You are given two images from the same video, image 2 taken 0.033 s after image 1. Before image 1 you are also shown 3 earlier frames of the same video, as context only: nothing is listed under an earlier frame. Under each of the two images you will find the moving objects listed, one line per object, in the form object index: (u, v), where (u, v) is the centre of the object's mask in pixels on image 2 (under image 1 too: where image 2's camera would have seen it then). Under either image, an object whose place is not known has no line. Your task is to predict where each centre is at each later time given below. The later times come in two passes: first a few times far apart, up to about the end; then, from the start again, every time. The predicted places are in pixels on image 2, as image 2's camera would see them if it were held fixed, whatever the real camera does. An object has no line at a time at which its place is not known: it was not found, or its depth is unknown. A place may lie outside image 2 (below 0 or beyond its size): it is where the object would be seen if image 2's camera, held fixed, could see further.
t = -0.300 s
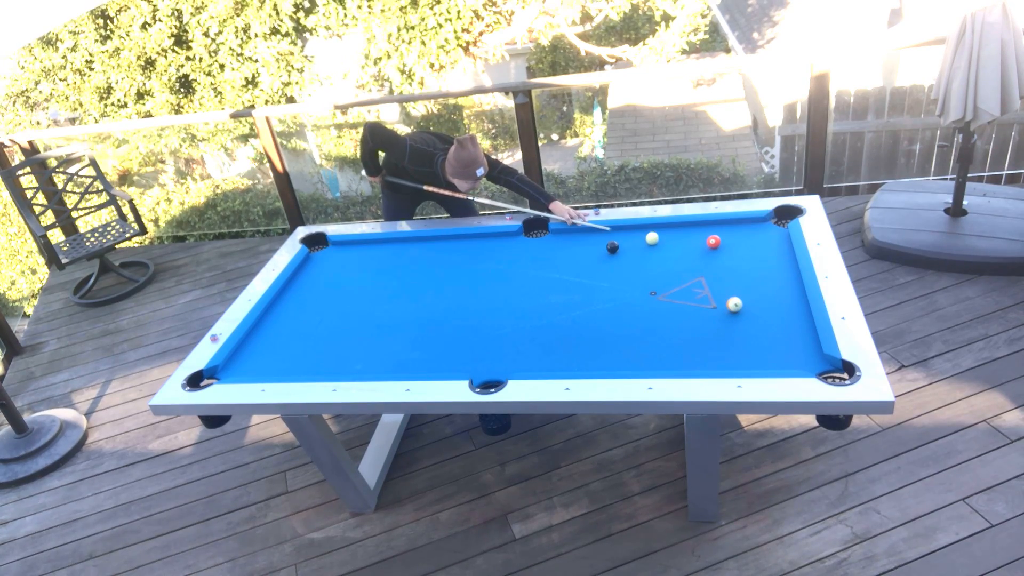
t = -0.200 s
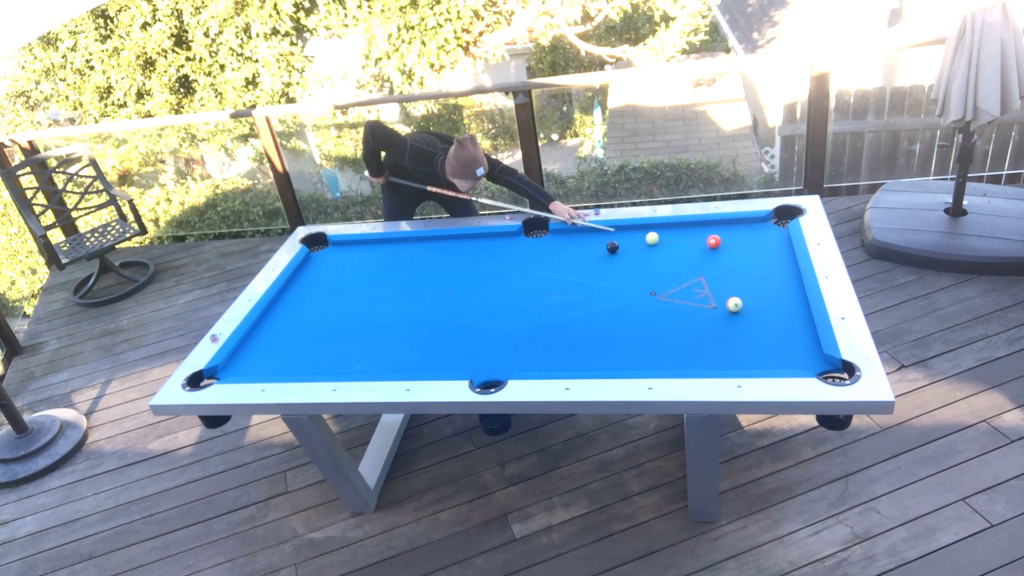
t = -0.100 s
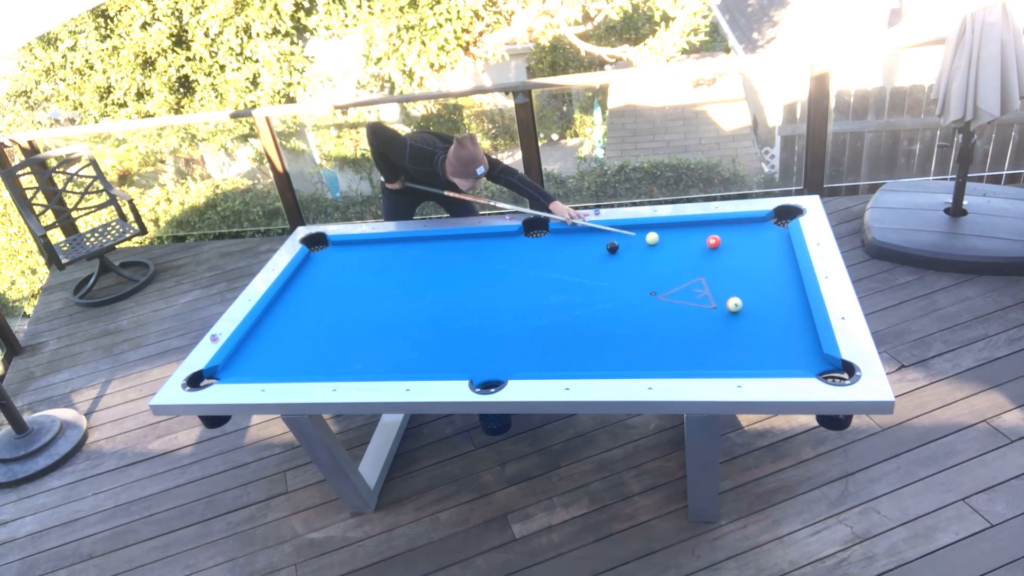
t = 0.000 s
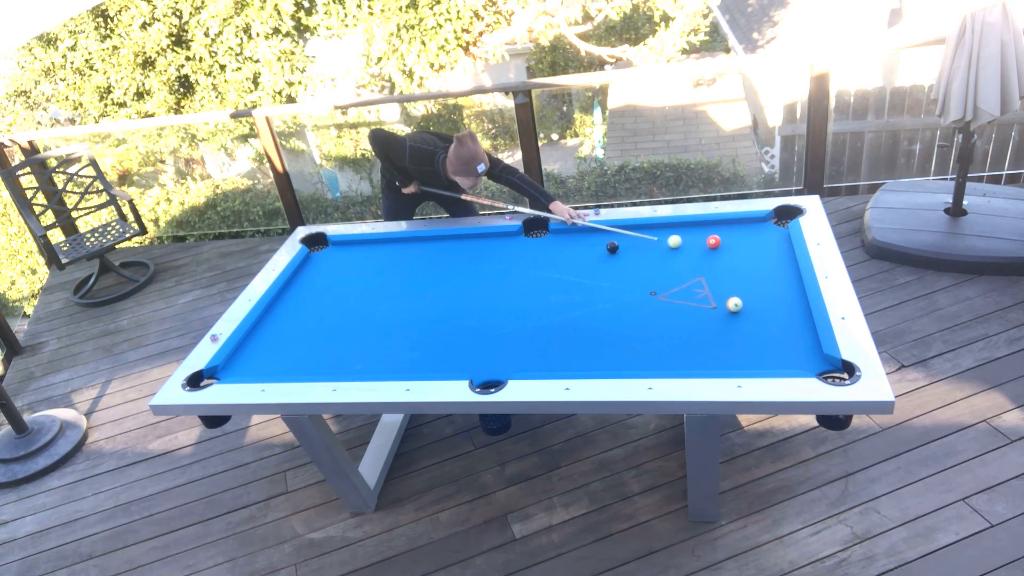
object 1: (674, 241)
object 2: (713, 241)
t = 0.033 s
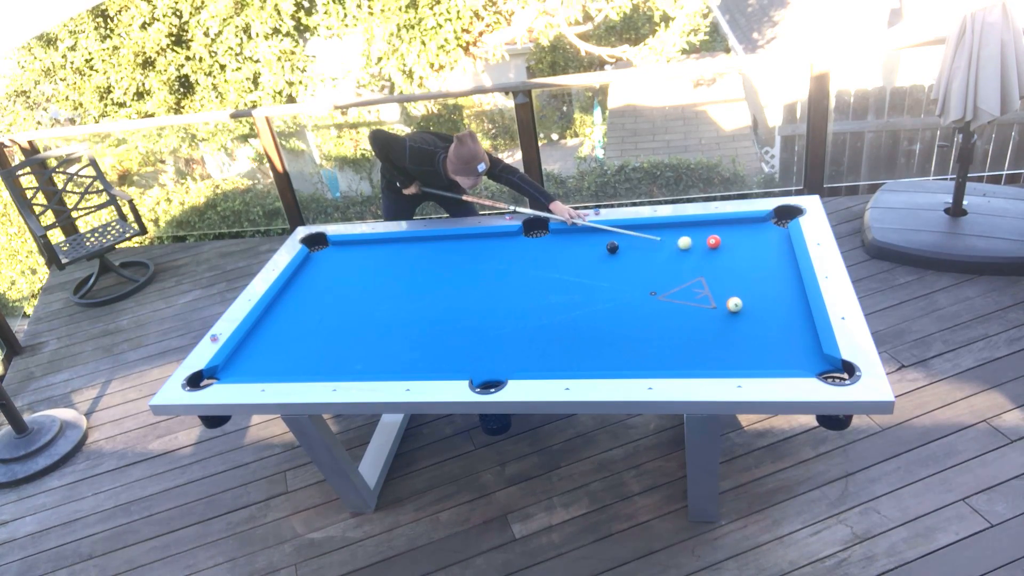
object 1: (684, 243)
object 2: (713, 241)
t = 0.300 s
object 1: (740, 266)
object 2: (736, 233)
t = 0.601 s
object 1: (798, 299)
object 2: (762, 224)
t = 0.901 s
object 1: (771, 339)
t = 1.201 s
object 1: (735, 358)
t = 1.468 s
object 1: (695, 338)
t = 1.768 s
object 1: (657, 319)
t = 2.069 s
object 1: (623, 302)
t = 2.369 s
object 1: (595, 288)
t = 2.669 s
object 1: (569, 276)
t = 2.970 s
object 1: (546, 264)
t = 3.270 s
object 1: (526, 254)
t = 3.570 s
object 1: (507, 245)
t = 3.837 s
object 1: (492, 237)
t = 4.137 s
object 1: (479, 240)
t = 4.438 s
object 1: (468, 245)
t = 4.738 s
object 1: (458, 249)
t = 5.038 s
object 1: (448, 253)
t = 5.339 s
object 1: (441, 257)
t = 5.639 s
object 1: (434, 259)
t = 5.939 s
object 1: (428, 261)
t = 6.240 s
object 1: (424, 263)
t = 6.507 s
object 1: (421, 264)
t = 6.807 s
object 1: (419, 265)
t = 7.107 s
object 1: (418, 265)
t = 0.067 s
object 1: (694, 244)
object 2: (713, 241)
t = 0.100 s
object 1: (703, 246)
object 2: (715, 241)
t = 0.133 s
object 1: (709, 250)
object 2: (719, 239)
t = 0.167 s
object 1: (715, 253)
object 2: (724, 238)
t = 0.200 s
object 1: (721, 256)
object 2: (727, 237)
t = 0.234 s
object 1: (727, 259)
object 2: (730, 236)
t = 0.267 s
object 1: (733, 263)
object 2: (733, 234)
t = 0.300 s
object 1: (740, 266)
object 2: (736, 233)
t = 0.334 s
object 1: (747, 270)
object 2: (739, 232)
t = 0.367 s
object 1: (753, 273)
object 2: (742, 232)
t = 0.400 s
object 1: (760, 276)
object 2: (745, 230)
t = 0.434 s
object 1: (767, 280)
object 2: (748, 229)
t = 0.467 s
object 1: (774, 284)
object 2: (750, 228)
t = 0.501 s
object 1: (781, 288)
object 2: (753, 227)
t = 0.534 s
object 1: (789, 292)
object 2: (756, 226)
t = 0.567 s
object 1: (796, 295)
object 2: (759, 225)
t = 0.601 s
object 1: (798, 299)
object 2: (762, 224)
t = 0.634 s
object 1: (794, 304)
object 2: (764, 223)
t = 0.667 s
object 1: (791, 308)
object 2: (767, 222)
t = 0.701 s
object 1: (788, 312)
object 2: (770, 221)
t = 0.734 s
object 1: (785, 317)
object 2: (773, 221)
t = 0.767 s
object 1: (783, 321)
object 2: (775, 220)
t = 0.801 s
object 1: (780, 326)
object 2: (777, 219)
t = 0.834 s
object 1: (777, 330)
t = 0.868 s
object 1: (774, 335)
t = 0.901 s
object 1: (771, 339)
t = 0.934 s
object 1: (768, 344)
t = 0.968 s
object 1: (765, 348)
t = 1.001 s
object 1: (762, 353)
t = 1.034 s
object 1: (759, 358)
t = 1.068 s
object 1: (755, 362)
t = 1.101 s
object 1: (752, 365)
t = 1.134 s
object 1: (746, 363)
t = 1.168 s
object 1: (741, 361)
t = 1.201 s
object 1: (735, 358)
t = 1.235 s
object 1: (730, 355)
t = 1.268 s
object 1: (725, 353)
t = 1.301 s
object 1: (720, 350)
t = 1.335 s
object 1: (715, 348)
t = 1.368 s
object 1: (710, 345)
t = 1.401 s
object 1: (705, 343)
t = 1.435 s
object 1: (700, 341)
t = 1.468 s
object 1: (695, 338)
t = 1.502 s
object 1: (691, 336)
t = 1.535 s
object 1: (686, 334)
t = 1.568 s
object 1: (682, 331)
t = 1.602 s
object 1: (678, 329)
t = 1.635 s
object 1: (673, 327)
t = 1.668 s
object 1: (669, 325)
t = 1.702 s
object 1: (665, 323)
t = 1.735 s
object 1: (661, 321)
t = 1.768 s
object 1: (657, 319)
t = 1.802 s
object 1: (653, 317)
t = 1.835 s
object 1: (649, 315)
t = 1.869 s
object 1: (645, 313)
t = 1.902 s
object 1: (641, 311)
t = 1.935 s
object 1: (638, 309)
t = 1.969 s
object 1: (634, 307)
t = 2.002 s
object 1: (630, 306)
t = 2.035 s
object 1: (627, 304)
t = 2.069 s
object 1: (623, 302)
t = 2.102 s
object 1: (620, 301)
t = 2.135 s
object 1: (617, 299)
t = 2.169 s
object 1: (613, 297)
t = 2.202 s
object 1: (610, 296)
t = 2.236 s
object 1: (607, 294)
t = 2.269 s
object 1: (604, 293)
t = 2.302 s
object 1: (601, 291)
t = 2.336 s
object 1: (598, 290)
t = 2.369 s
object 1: (595, 288)
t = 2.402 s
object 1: (592, 287)
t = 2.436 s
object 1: (589, 285)
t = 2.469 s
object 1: (586, 284)
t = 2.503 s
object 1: (583, 282)
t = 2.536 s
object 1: (580, 281)
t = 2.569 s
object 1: (577, 280)
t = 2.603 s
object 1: (574, 278)
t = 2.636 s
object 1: (572, 277)
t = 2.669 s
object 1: (569, 276)
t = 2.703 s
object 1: (566, 274)
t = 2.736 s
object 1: (564, 273)
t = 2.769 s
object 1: (561, 272)
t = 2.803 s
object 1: (558, 270)
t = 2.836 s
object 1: (556, 269)
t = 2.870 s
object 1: (553, 268)
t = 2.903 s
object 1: (551, 266)
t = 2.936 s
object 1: (549, 265)
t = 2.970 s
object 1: (546, 264)
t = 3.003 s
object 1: (544, 263)
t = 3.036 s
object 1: (541, 262)
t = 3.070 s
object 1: (539, 261)
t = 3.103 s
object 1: (537, 259)
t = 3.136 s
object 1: (534, 258)
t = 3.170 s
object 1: (532, 257)
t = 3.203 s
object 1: (530, 256)
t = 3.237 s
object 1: (528, 255)
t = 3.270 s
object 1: (526, 254)
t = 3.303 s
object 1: (523, 253)
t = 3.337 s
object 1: (521, 252)
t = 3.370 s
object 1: (519, 251)
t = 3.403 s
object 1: (517, 250)
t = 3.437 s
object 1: (515, 249)
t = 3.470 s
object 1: (513, 248)
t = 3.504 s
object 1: (511, 247)
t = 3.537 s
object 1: (509, 246)
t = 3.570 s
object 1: (507, 245)
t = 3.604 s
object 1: (505, 244)
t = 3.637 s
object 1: (503, 243)
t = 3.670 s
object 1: (501, 242)
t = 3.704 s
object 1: (500, 241)
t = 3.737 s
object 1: (498, 240)
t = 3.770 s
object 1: (496, 239)
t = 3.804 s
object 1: (494, 238)
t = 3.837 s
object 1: (492, 237)
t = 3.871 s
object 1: (491, 236)
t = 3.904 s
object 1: (489, 236)
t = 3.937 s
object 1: (488, 237)
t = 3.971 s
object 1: (486, 237)
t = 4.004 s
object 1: (485, 238)
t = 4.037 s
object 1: (483, 239)
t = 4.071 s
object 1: (482, 239)
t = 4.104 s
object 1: (481, 240)
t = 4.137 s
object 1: (479, 240)
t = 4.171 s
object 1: (478, 241)
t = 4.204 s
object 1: (477, 241)
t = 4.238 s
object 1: (475, 242)
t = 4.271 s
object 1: (474, 243)
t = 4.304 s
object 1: (473, 243)
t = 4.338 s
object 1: (471, 244)
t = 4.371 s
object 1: (470, 244)
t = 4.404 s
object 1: (469, 245)
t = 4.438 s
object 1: (468, 245)
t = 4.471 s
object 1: (467, 246)
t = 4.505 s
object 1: (465, 246)
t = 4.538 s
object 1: (464, 247)
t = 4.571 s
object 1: (463, 247)
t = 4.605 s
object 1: (462, 248)
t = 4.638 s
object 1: (461, 248)
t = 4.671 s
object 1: (460, 249)
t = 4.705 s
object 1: (459, 249)
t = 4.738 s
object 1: (458, 249)
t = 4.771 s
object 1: (456, 250)
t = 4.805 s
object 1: (455, 250)
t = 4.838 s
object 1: (454, 251)
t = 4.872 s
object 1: (453, 251)
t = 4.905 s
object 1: (452, 252)
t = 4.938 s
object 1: (451, 252)
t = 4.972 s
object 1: (450, 252)
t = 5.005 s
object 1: (449, 253)
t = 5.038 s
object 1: (448, 253)
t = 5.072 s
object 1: (448, 254)
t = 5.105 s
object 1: (447, 254)
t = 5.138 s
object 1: (446, 254)
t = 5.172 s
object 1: (445, 255)
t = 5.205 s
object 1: (444, 255)
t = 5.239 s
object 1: (443, 255)
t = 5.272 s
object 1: (442, 256)
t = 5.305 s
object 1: (441, 256)
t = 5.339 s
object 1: (441, 257)
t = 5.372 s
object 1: (440, 257)
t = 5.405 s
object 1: (439, 257)
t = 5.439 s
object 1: (438, 258)
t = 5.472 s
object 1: (438, 258)
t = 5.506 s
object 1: (437, 258)
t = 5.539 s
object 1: (436, 258)
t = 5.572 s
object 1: (435, 259)
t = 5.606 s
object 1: (435, 259)
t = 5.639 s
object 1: (434, 259)
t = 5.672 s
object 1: (433, 259)
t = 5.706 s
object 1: (433, 260)
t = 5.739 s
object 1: (432, 260)
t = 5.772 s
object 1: (431, 260)
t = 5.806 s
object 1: (431, 260)
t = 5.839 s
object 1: (430, 261)
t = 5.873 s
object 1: (429, 261)
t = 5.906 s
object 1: (429, 261)
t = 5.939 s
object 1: (428, 261)
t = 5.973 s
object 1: (428, 262)
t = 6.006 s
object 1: (427, 262)
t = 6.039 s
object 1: (427, 262)
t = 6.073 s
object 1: (426, 262)
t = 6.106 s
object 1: (426, 262)
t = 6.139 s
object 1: (425, 263)
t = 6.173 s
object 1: (425, 263)
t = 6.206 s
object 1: (424, 263)
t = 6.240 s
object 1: (424, 263)
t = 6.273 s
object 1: (424, 263)
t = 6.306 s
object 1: (423, 263)
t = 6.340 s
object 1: (423, 264)
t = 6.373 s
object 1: (423, 264)
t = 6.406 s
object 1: (422, 264)
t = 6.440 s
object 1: (422, 264)
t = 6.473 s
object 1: (421, 264)
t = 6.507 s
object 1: (421, 264)
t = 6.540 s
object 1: (421, 264)
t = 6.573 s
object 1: (420, 264)
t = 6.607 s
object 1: (420, 264)
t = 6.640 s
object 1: (420, 264)
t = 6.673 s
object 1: (420, 264)
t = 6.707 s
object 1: (420, 264)
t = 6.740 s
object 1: (419, 265)
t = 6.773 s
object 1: (419, 265)
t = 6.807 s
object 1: (419, 265)
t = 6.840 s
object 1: (419, 265)
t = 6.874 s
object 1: (419, 265)
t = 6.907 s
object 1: (419, 265)
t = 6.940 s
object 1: (418, 265)
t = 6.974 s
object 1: (418, 265)
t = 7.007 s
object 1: (418, 265)
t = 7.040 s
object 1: (418, 265)
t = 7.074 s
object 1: (418, 265)
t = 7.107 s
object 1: (418, 265)
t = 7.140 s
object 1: (418, 265)
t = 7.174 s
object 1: (418, 265)
